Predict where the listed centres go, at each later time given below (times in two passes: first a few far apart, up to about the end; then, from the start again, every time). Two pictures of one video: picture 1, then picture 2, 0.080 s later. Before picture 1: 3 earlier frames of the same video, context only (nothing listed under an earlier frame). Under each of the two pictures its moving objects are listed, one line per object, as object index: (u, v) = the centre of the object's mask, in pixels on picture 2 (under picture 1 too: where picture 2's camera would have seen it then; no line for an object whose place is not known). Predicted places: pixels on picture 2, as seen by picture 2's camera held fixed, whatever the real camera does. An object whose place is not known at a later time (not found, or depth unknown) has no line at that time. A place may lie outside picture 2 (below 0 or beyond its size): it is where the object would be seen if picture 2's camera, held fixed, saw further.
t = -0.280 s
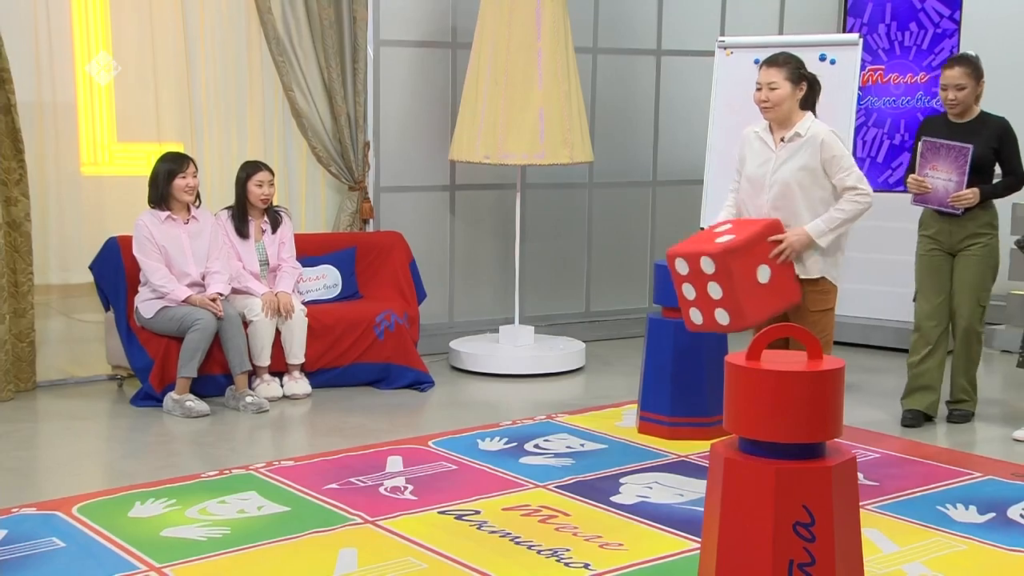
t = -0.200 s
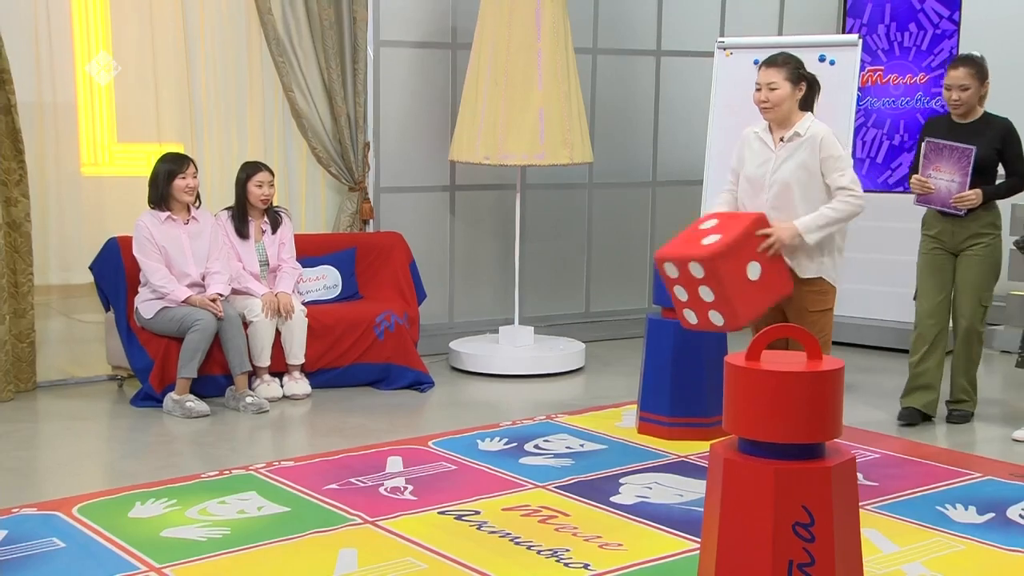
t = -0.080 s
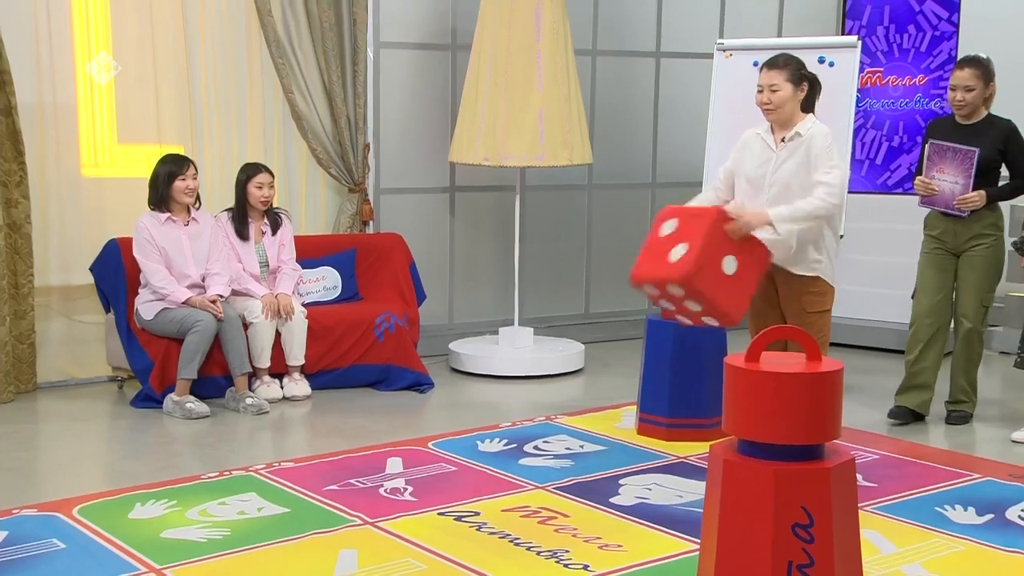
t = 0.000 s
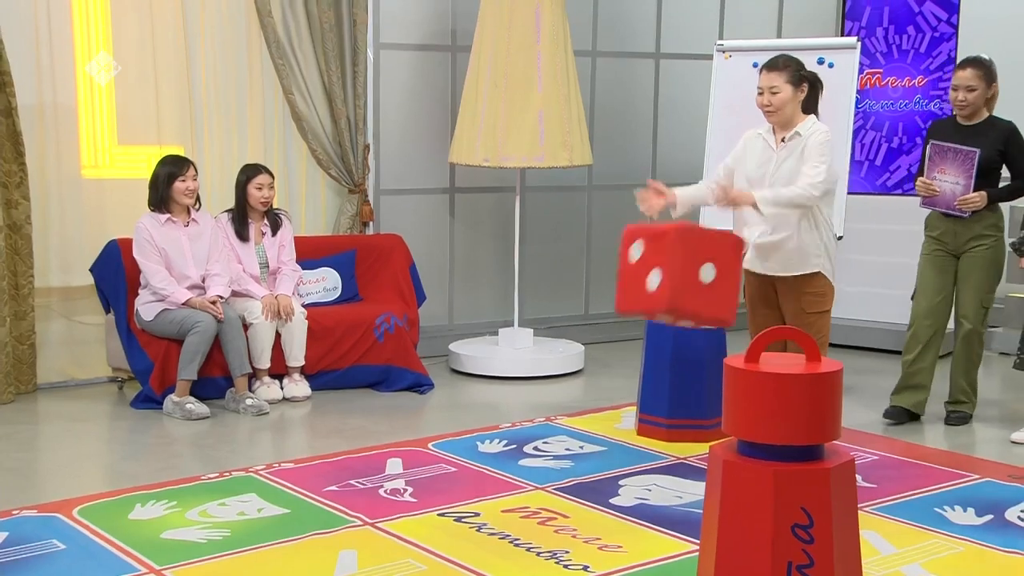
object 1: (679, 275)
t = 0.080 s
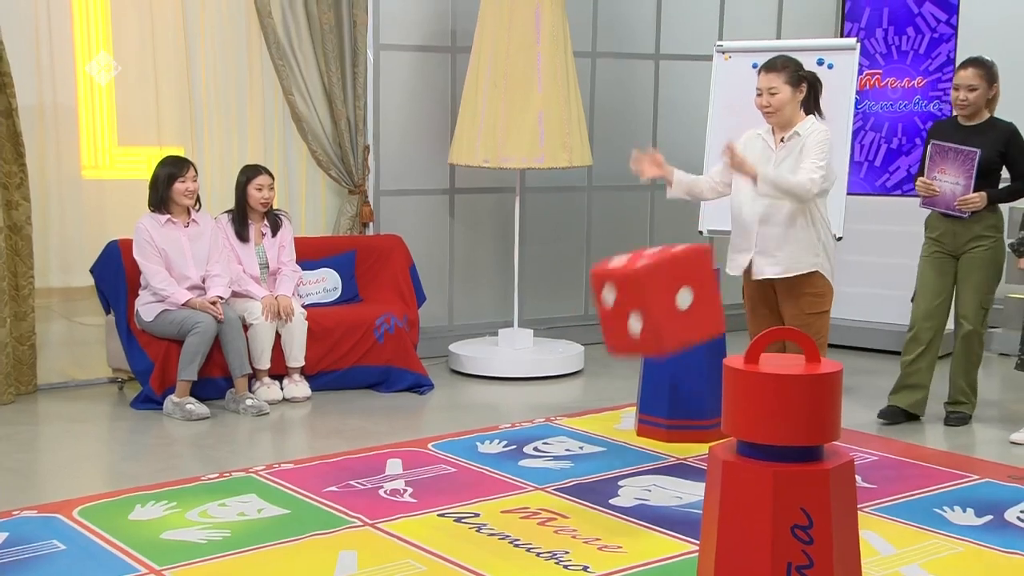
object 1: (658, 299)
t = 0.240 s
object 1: (617, 397)
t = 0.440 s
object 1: (570, 459)
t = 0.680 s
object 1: (511, 493)
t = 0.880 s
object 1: (449, 521)
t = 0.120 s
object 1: (647, 318)
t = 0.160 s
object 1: (638, 340)
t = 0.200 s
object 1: (628, 366)
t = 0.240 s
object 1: (617, 397)
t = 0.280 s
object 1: (607, 431)
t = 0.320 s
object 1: (595, 477)
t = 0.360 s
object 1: (586, 474)
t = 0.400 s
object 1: (578, 464)
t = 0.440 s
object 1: (570, 459)
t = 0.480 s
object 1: (560, 459)
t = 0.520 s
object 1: (551, 462)
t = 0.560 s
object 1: (542, 470)
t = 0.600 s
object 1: (533, 483)
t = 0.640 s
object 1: (523, 493)
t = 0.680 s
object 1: (511, 493)
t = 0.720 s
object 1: (499, 492)
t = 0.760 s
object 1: (485, 494)
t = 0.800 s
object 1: (471, 504)
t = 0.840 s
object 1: (458, 519)
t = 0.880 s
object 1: (449, 521)
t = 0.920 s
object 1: (446, 516)
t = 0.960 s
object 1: (442, 513)
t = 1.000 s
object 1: (439, 515)
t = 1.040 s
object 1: (437, 518)
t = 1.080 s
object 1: (435, 520)
